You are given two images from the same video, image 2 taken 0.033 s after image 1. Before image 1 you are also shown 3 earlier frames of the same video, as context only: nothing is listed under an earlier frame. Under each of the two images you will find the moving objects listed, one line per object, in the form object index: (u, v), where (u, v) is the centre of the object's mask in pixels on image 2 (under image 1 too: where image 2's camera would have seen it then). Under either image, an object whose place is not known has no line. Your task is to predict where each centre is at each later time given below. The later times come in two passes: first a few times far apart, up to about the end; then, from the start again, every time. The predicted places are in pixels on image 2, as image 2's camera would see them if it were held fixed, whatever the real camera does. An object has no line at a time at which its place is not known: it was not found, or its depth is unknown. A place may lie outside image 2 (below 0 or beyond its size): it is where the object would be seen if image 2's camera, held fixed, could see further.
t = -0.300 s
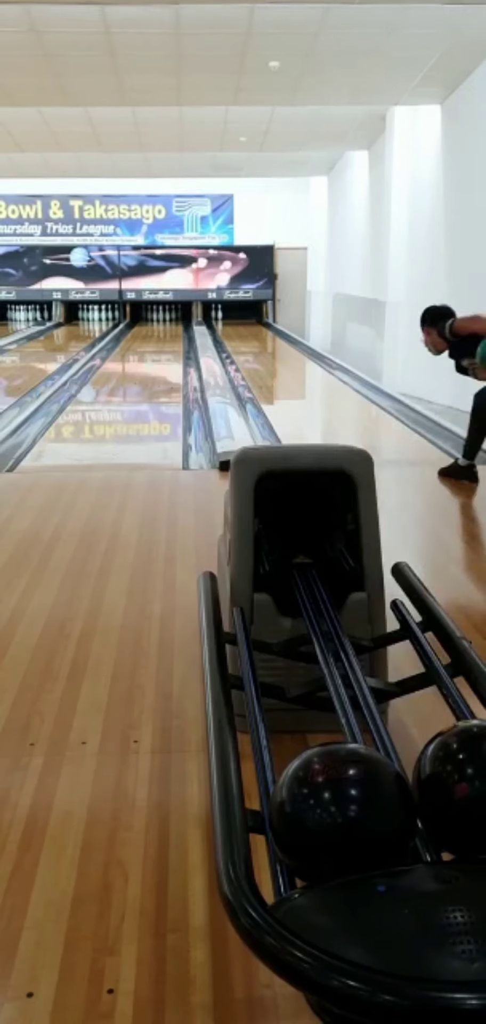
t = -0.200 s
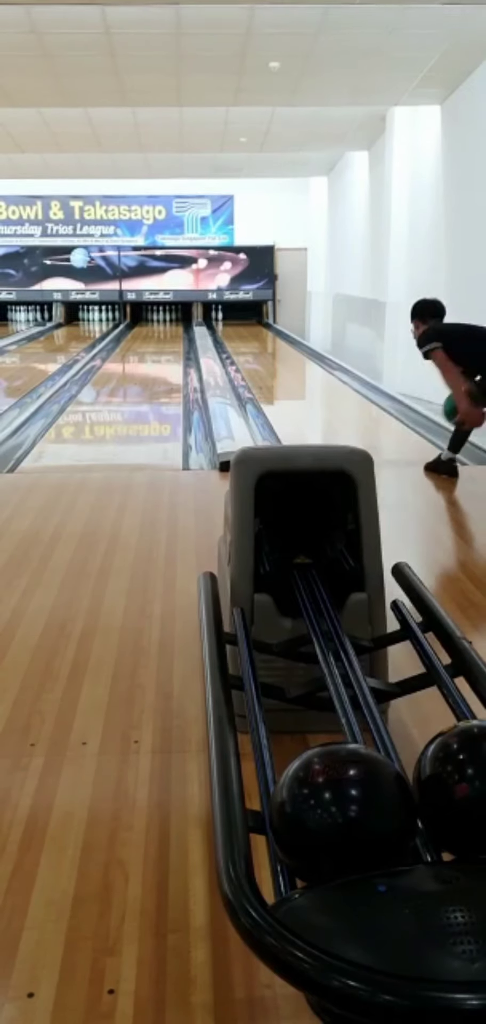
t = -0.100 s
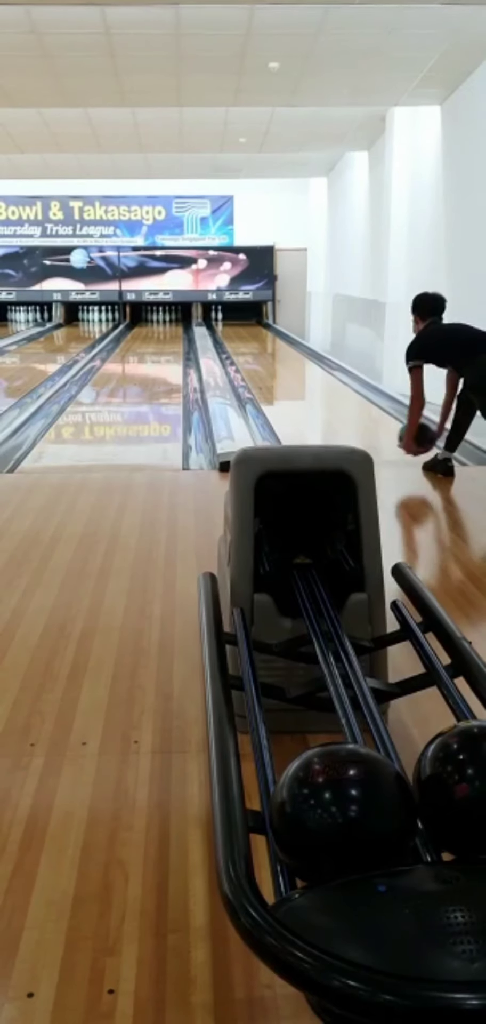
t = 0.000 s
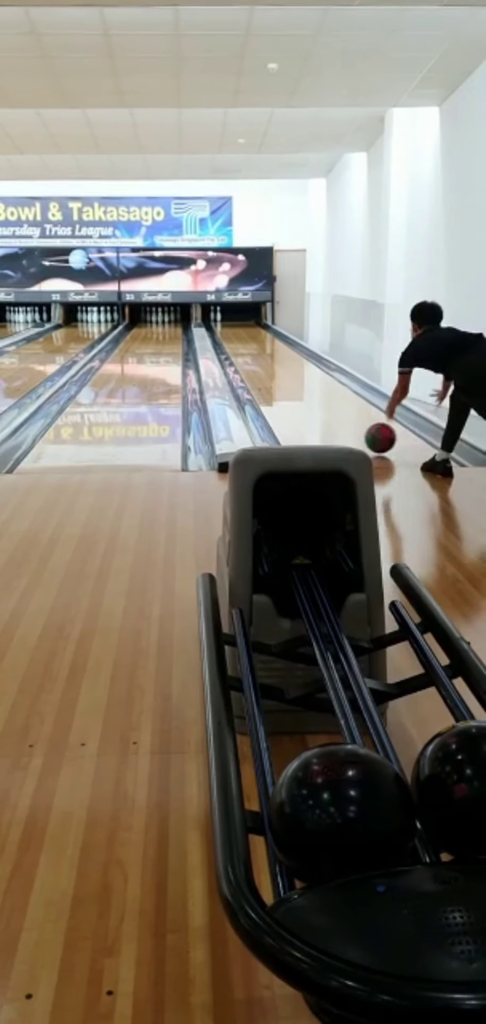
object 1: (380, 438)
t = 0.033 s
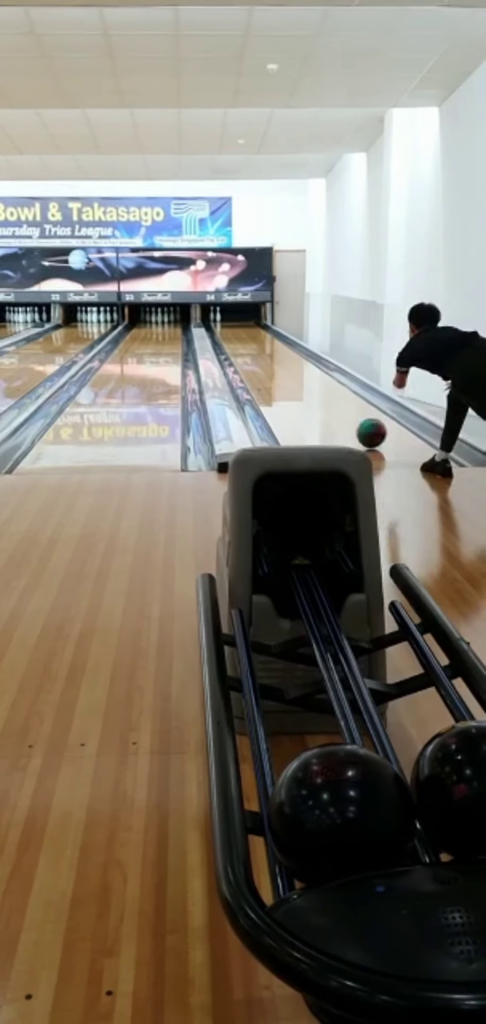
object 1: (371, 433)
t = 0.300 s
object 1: (321, 400)
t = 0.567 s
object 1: (289, 379)
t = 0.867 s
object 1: (264, 362)
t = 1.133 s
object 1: (248, 351)
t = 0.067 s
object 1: (364, 428)
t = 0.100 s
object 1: (357, 423)
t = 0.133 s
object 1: (350, 419)
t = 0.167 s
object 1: (343, 415)
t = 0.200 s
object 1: (337, 411)
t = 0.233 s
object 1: (332, 407)
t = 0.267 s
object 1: (326, 404)
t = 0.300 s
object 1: (321, 400)
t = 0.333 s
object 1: (316, 397)
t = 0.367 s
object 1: (312, 394)
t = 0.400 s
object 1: (307, 391)
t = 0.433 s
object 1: (303, 389)
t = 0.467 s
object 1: (300, 386)
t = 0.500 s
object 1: (295, 384)
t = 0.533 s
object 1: (292, 381)
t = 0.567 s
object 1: (289, 379)
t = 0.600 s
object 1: (285, 377)
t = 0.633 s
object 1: (282, 375)
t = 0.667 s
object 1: (279, 373)
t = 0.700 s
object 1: (276, 371)
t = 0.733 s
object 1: (274, 368)
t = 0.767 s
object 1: (271, 367)
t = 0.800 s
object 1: (269, 365)
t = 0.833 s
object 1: (266, 363)
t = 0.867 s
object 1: (264, 362)
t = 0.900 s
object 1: (261, 360)
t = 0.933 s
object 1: (260, 359)
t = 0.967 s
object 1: (257, 357)
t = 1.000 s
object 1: (255, 356)
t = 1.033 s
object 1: (253, 355)
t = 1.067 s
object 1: (251, 353)
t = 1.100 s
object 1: (250, 352)
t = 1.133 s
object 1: (248, 351)
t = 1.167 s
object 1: (246, 349)
